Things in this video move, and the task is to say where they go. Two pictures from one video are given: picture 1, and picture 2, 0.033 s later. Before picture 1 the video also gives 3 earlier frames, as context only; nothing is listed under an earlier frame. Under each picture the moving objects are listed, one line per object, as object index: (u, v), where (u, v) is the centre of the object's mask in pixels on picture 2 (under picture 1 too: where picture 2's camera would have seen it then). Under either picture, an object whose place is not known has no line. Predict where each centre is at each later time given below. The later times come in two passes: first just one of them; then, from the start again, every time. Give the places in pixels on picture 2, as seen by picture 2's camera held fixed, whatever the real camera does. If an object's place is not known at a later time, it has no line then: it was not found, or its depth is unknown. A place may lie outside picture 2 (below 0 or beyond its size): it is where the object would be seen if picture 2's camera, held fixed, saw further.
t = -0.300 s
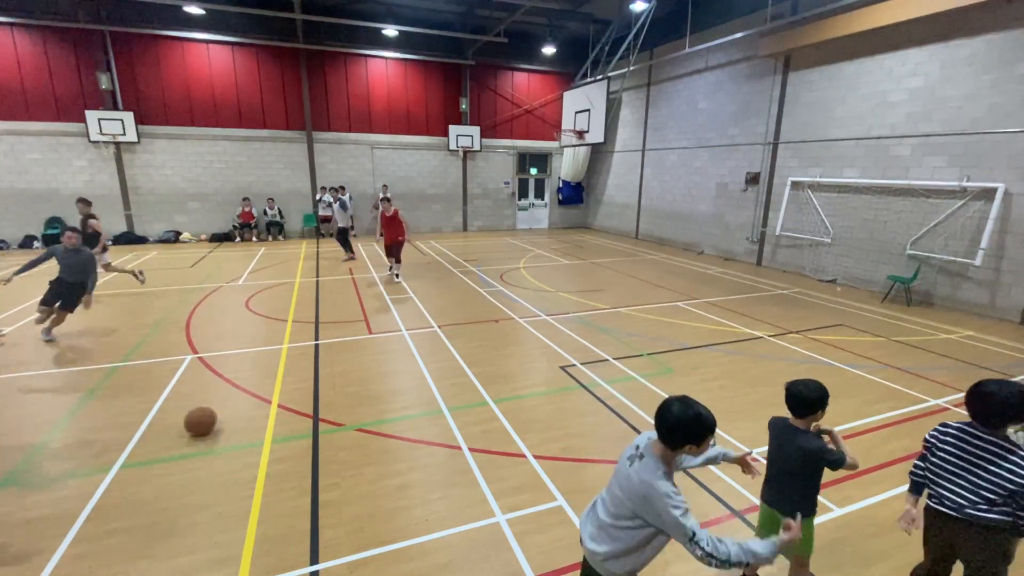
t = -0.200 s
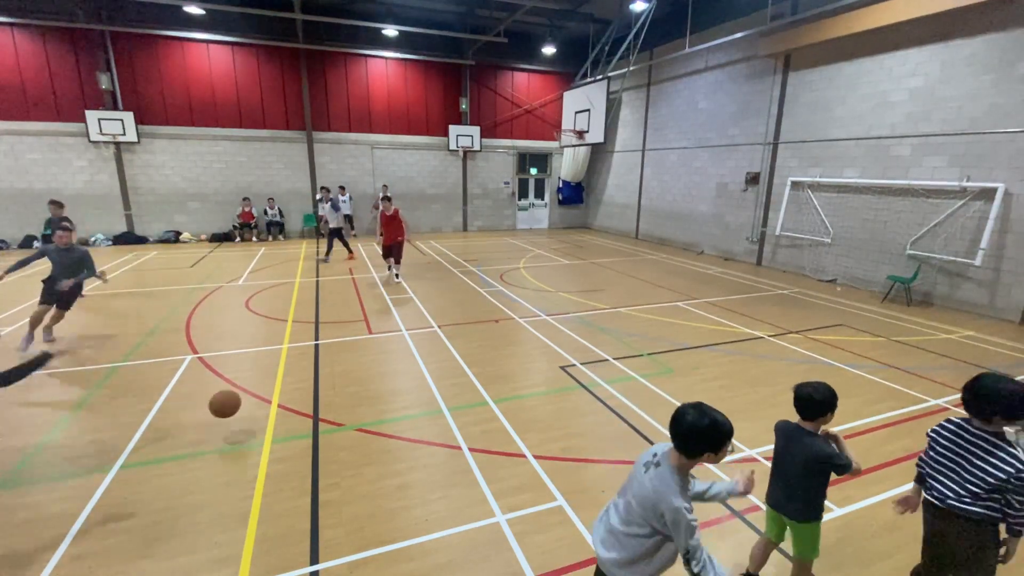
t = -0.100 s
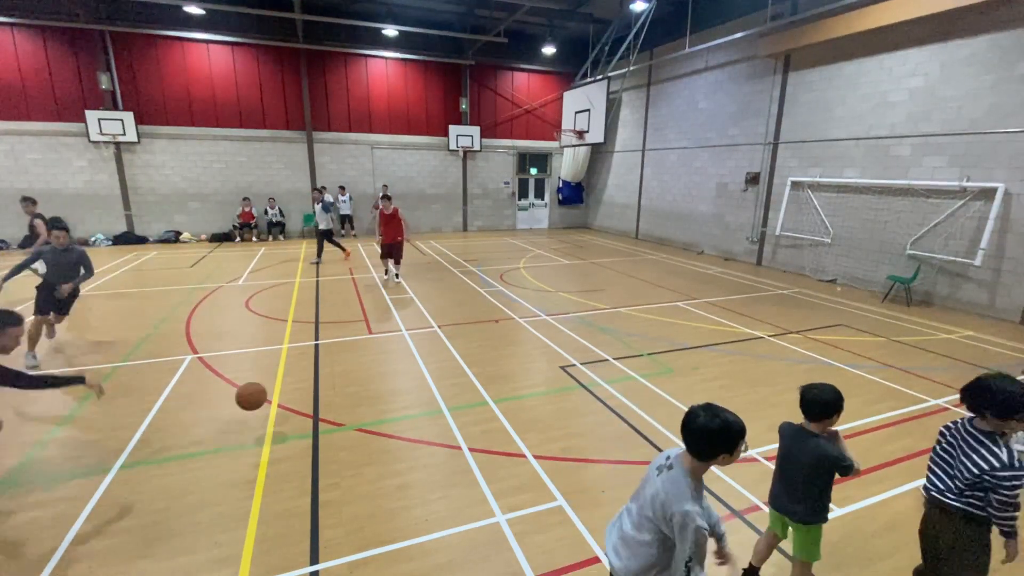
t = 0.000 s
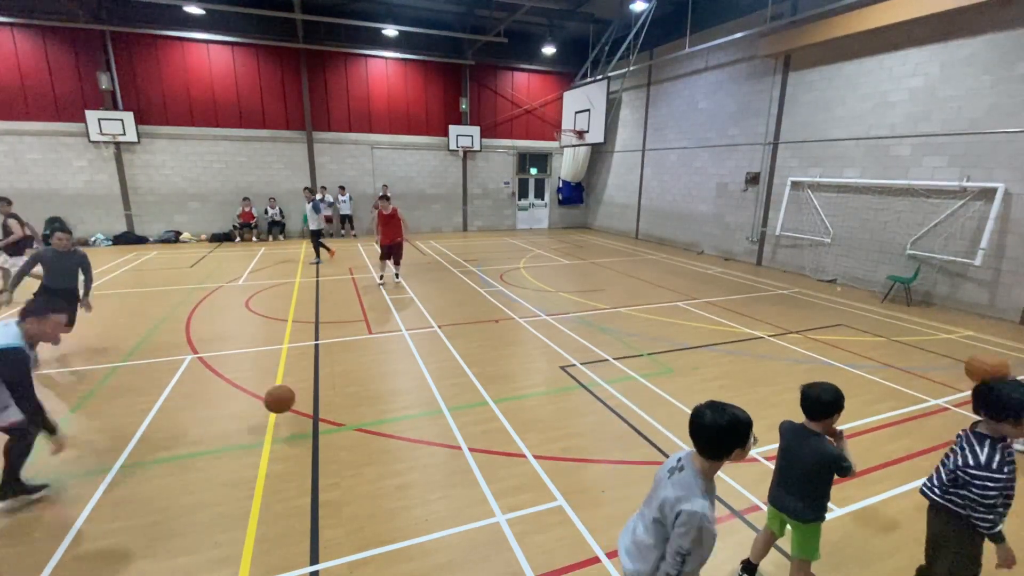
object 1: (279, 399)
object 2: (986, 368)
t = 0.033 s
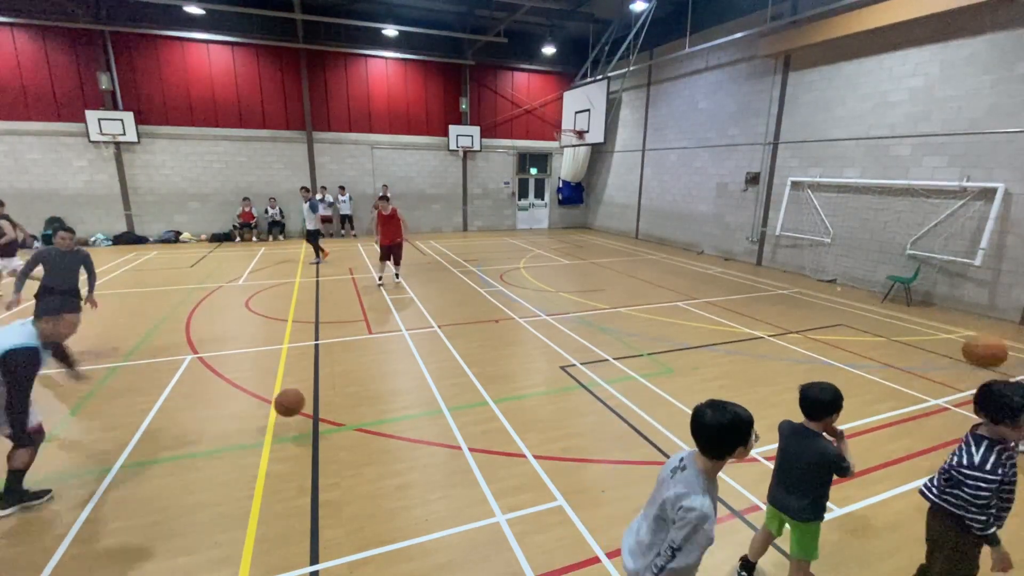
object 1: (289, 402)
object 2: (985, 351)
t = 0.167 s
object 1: (328, 424)
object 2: (969, 289)
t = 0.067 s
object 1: (298, 407)
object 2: (981, 333)
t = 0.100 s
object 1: (308, 413)
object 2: (978, 317)
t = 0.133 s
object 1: (318, 420)
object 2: (974, 302)
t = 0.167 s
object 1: (328, 424)
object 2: (969, 289)
